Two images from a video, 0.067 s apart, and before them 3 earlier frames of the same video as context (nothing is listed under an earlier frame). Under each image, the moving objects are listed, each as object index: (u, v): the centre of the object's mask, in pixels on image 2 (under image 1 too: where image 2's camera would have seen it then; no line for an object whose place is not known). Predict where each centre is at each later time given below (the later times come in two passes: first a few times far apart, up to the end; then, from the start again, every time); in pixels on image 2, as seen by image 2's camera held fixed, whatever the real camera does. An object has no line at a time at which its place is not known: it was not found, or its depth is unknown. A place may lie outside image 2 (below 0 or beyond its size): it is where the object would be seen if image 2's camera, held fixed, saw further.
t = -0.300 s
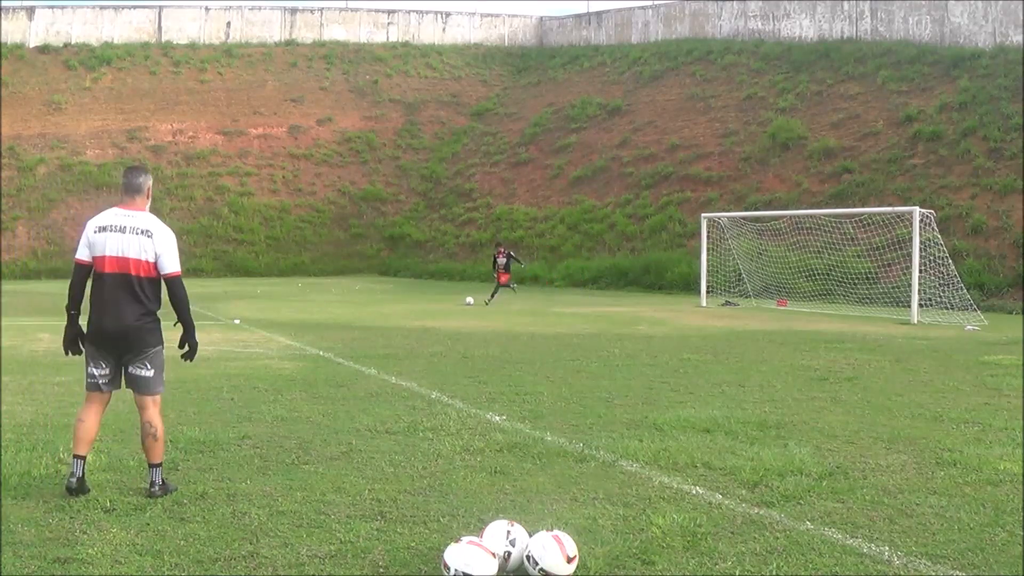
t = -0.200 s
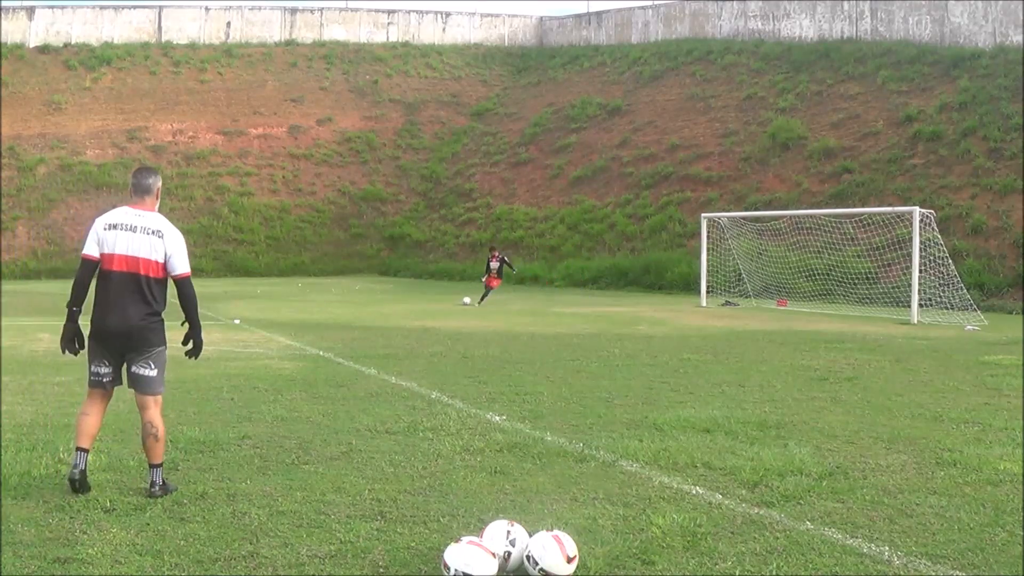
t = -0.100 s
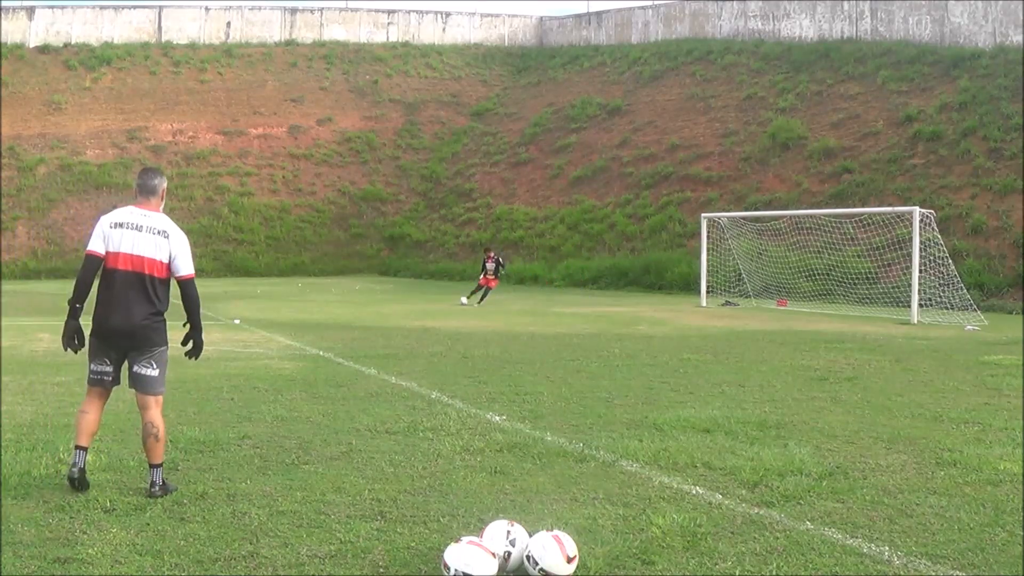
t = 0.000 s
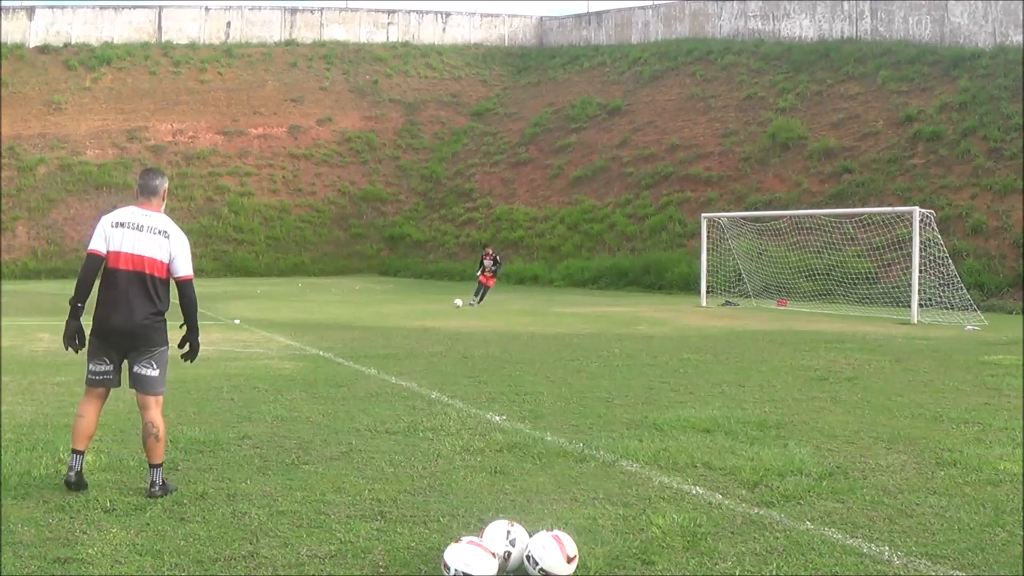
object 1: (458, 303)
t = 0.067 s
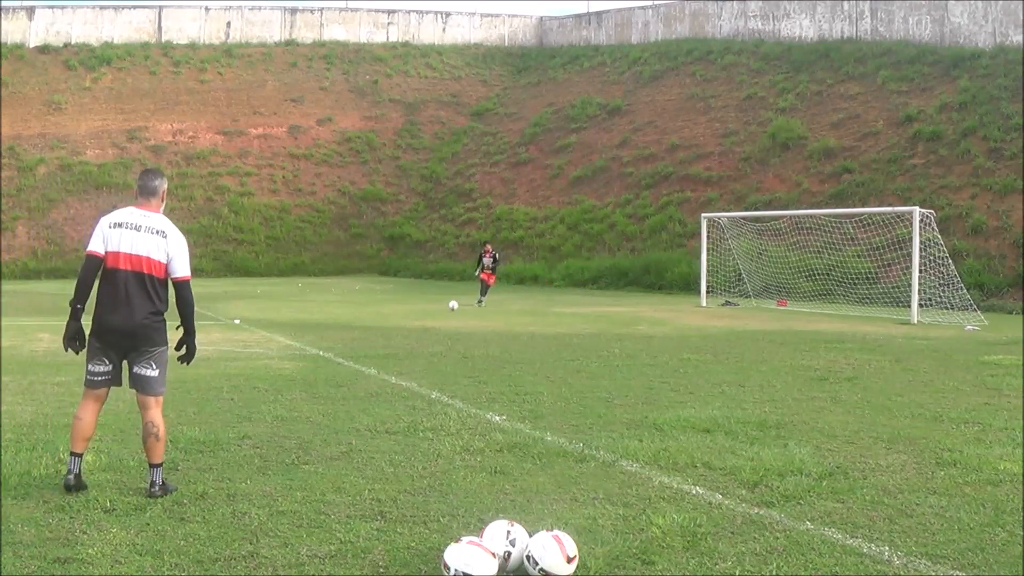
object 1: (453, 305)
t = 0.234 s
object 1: (440, 313)
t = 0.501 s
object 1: (410, 332)
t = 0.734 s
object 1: (372, 351)
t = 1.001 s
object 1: (313, 380)
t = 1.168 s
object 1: (262, 411)
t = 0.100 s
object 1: (450, 306)
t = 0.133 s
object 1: (448, 308)
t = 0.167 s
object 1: (445, 310)
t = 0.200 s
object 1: (442, 313)
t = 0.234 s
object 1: (440, 313)
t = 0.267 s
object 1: (437, 315)
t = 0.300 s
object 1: (433, 317)
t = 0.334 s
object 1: (430, 319)
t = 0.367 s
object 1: (426, 322)
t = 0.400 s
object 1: (423, 325)
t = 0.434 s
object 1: (418, 328)
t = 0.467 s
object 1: (414, 330)
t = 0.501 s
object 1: (410, 332)
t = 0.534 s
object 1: (405, 334)
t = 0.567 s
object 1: (400, 337)
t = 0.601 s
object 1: (395, 340)
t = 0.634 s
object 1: (390, 343)
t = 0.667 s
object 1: (384, 345)
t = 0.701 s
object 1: (378, 348)
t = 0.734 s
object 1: (372, 351)
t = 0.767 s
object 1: (366, 356)
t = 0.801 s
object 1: (359, 361)
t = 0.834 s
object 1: (352, 365)
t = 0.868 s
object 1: (346, 366)
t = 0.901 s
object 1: (338, 368)
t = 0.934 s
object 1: (330, 370)
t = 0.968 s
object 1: (322, 374)
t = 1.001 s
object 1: (313, 380)
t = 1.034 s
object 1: (303, 388)
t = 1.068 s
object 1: (292, 398)
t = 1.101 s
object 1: (282, 407)
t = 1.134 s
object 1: (273, 408)
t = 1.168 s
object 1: (262, 411)
